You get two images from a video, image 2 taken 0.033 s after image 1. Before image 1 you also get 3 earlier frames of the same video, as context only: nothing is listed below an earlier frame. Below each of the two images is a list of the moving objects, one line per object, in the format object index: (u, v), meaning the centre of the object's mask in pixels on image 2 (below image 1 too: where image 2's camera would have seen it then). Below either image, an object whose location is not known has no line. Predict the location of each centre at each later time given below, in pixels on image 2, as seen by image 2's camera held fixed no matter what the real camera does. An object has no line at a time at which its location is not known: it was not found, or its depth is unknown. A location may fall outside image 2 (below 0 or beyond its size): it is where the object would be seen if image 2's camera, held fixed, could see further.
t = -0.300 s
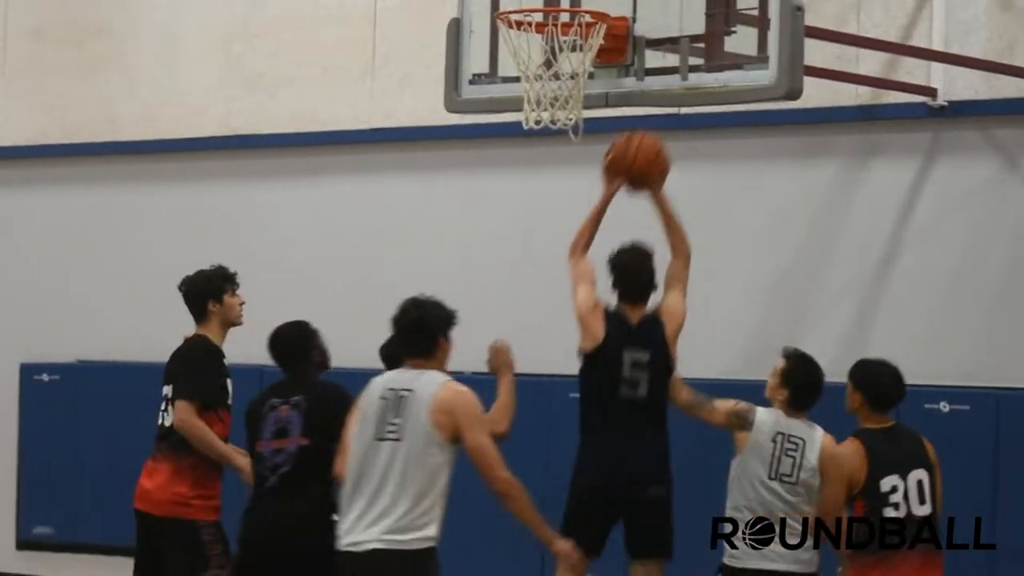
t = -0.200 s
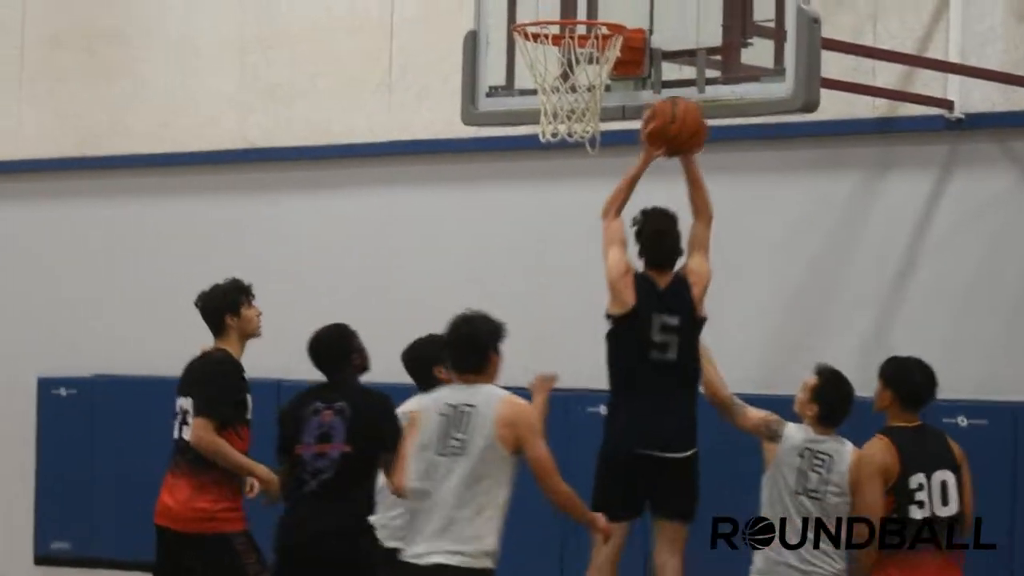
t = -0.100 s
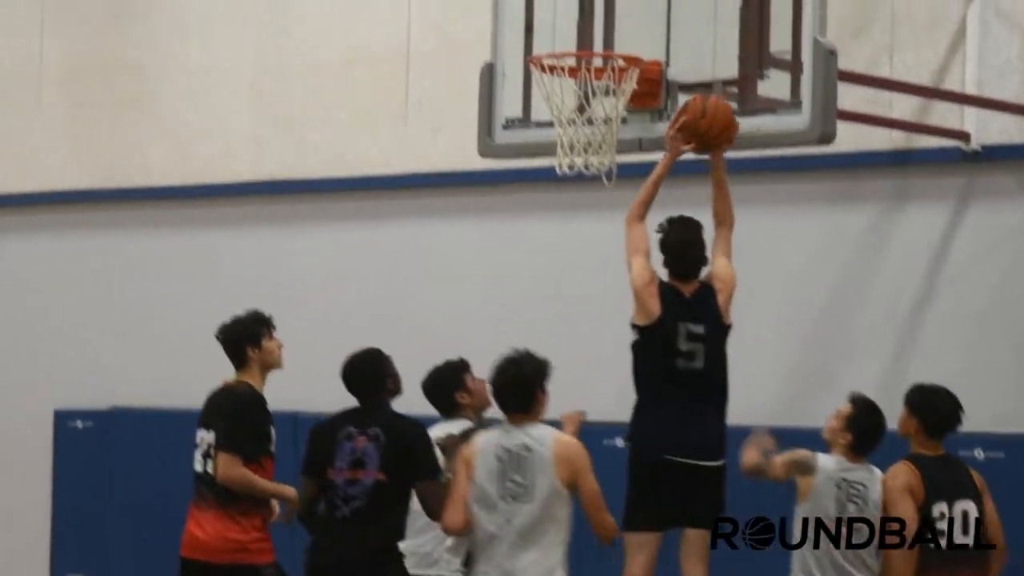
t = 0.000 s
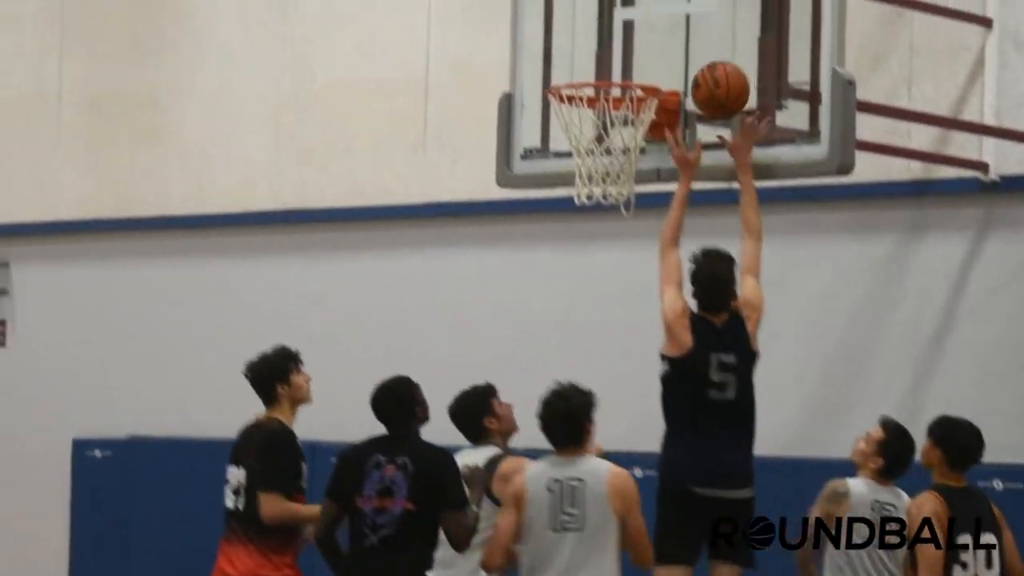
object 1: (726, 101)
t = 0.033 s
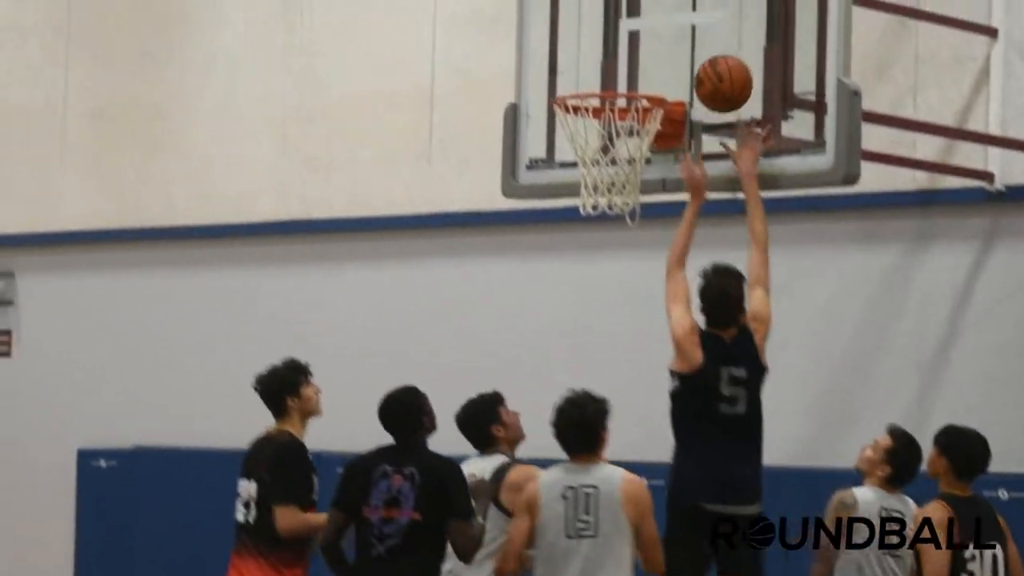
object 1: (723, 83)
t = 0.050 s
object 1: (722, 76)
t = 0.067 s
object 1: (721, 68)
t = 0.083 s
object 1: (719, 62)
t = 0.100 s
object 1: (718, 57)
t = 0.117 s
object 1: (716, 52)
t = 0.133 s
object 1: (715, 48)
